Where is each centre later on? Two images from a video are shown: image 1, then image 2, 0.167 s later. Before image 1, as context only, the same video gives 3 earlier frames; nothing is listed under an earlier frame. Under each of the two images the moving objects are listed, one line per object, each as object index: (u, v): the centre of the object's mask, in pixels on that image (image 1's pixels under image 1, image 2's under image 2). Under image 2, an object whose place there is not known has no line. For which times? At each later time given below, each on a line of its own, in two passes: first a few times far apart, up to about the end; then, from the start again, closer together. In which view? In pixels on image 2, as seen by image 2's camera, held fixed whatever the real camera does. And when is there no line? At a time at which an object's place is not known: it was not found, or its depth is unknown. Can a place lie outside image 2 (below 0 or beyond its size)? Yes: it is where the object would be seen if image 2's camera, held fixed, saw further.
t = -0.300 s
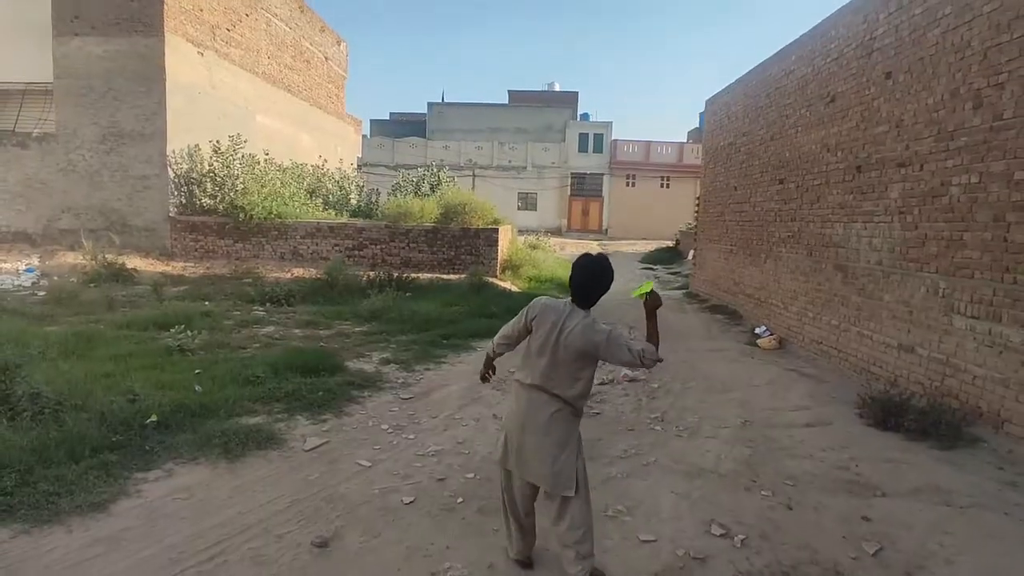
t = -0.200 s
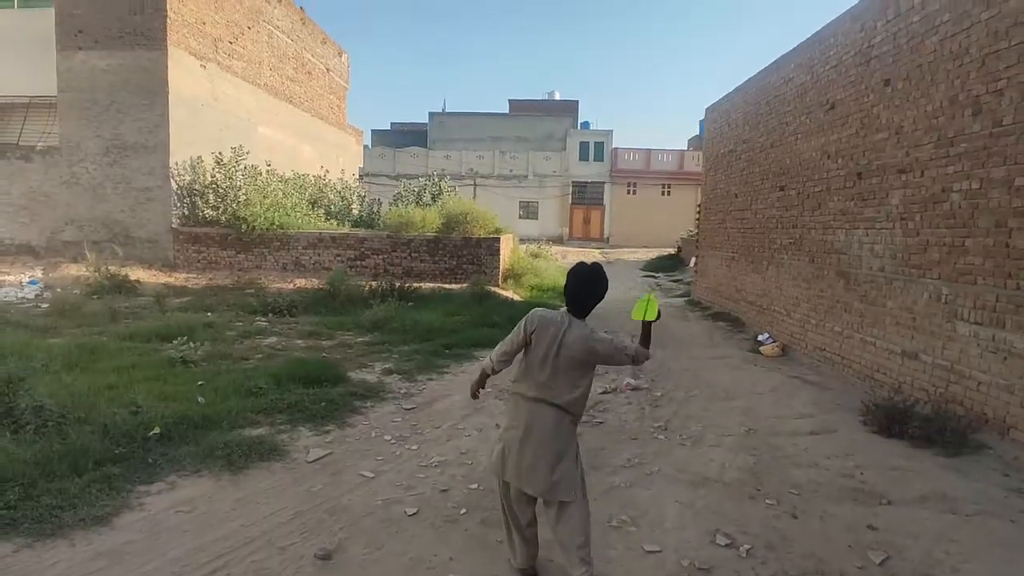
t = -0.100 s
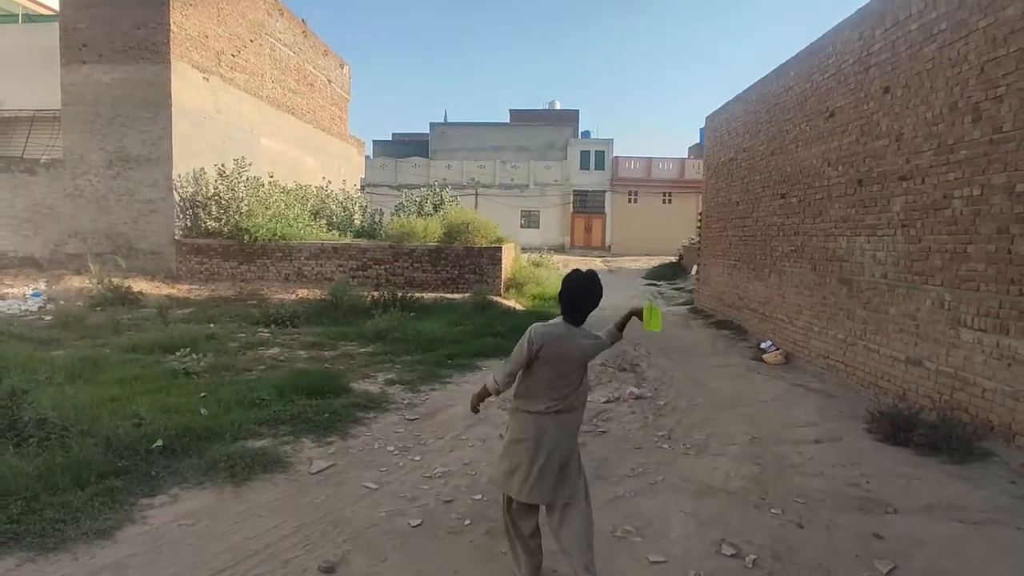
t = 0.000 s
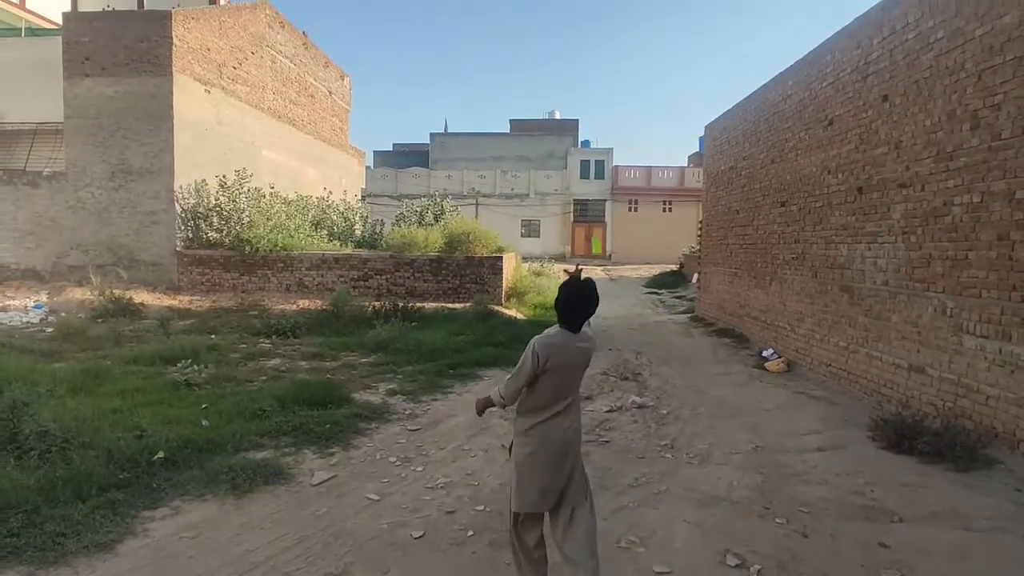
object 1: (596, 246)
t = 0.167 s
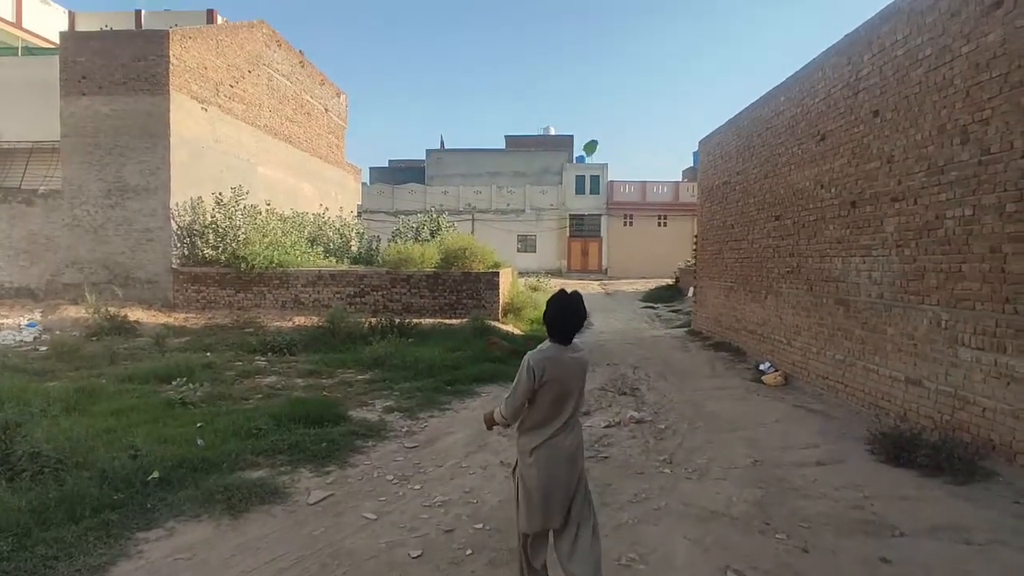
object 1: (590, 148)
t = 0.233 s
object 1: (624, 120)
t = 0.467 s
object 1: (776, 92)
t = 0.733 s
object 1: (940, 187)
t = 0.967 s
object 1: (886, 375)
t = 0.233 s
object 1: (624, 120)
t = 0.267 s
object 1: (644, 110)
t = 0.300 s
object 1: (665, 102)
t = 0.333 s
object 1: (687, 97)
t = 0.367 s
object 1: (709, 93)
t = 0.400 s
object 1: (731, 91)
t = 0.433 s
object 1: (754, 91)
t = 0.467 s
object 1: (776, 92)
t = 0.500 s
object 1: (799, 96)
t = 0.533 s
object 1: (822, 102)
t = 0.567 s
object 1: (845, 109)
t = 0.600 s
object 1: (868, 119)
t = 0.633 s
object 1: (889, 132)
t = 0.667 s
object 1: (909, 148)
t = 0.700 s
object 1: (926, 166)
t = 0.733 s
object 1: (940, 187)
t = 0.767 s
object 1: (950, 212)
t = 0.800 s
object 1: (956, 237)
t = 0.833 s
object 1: (955, 265)
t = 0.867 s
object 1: (947, 293)
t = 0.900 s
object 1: (936, 320)
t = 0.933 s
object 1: (912, 349)
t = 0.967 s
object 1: (886, 375)
